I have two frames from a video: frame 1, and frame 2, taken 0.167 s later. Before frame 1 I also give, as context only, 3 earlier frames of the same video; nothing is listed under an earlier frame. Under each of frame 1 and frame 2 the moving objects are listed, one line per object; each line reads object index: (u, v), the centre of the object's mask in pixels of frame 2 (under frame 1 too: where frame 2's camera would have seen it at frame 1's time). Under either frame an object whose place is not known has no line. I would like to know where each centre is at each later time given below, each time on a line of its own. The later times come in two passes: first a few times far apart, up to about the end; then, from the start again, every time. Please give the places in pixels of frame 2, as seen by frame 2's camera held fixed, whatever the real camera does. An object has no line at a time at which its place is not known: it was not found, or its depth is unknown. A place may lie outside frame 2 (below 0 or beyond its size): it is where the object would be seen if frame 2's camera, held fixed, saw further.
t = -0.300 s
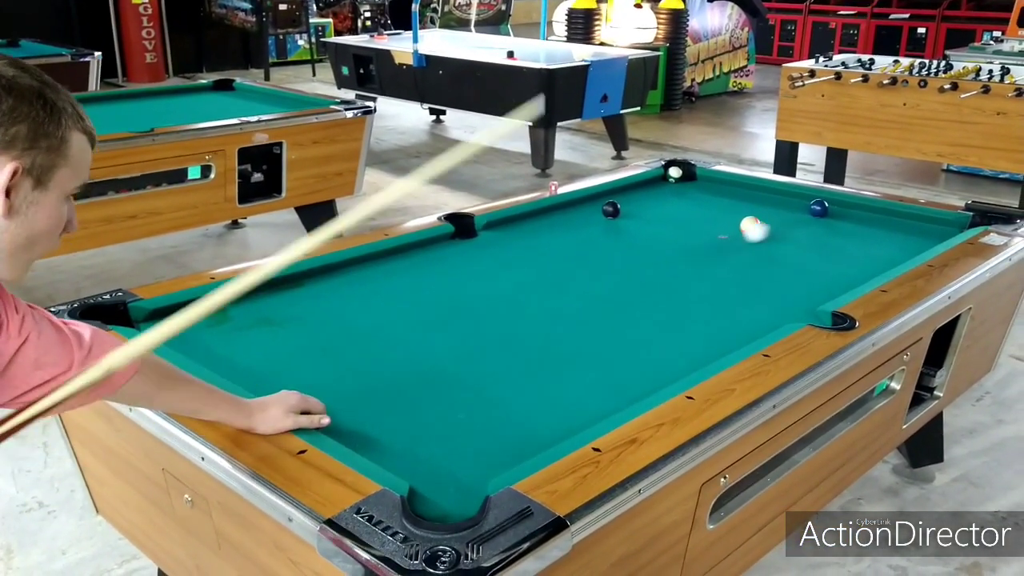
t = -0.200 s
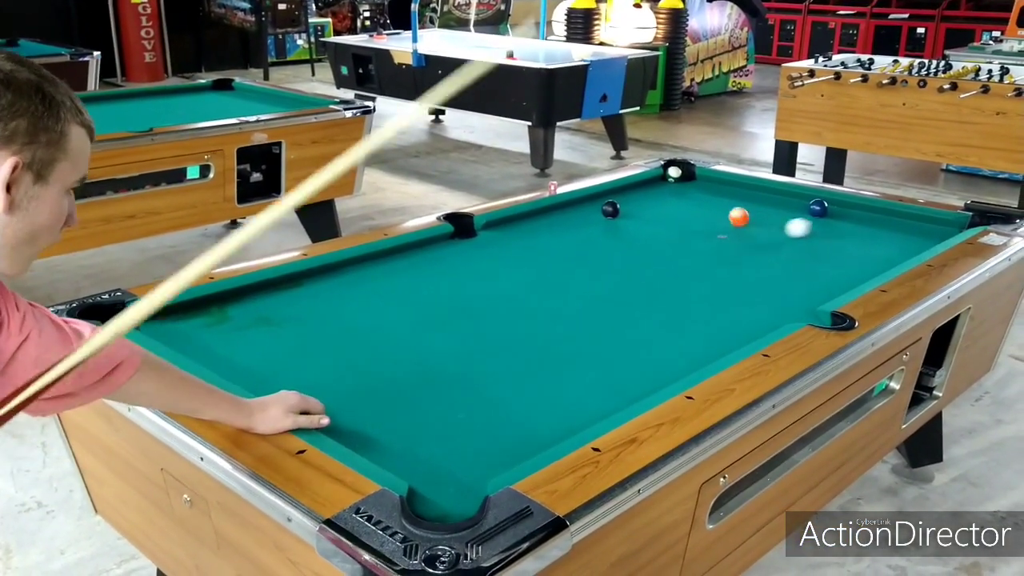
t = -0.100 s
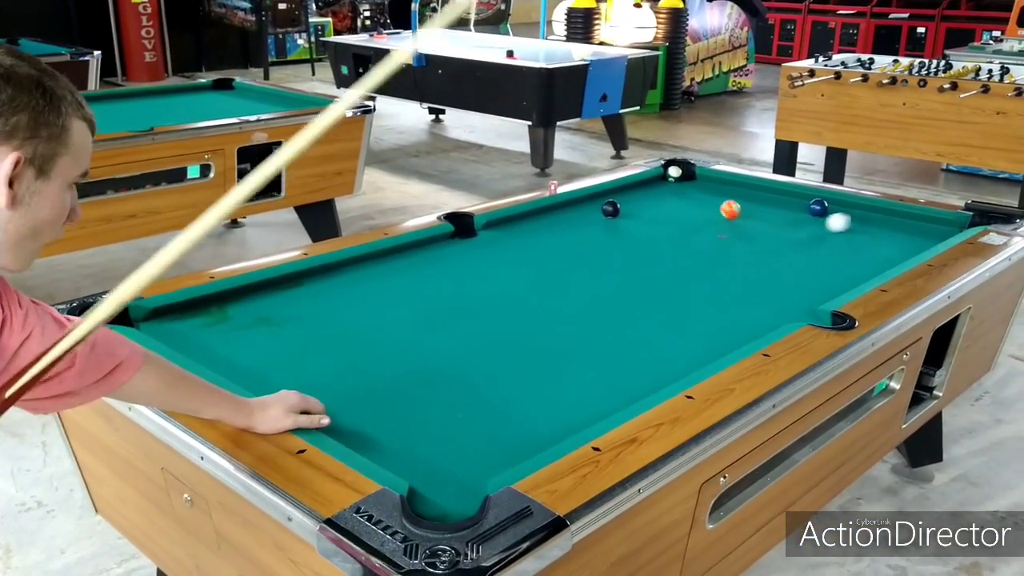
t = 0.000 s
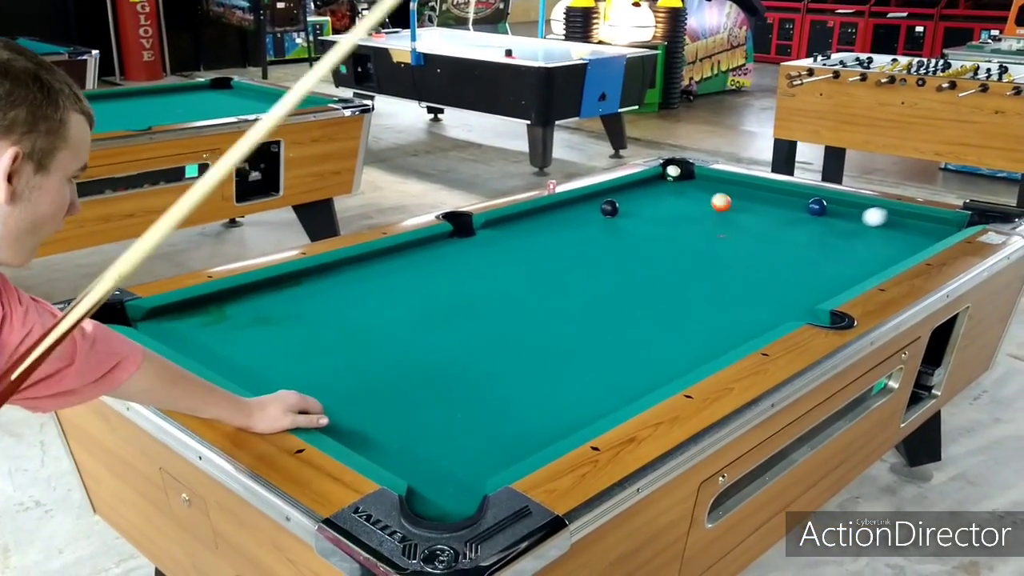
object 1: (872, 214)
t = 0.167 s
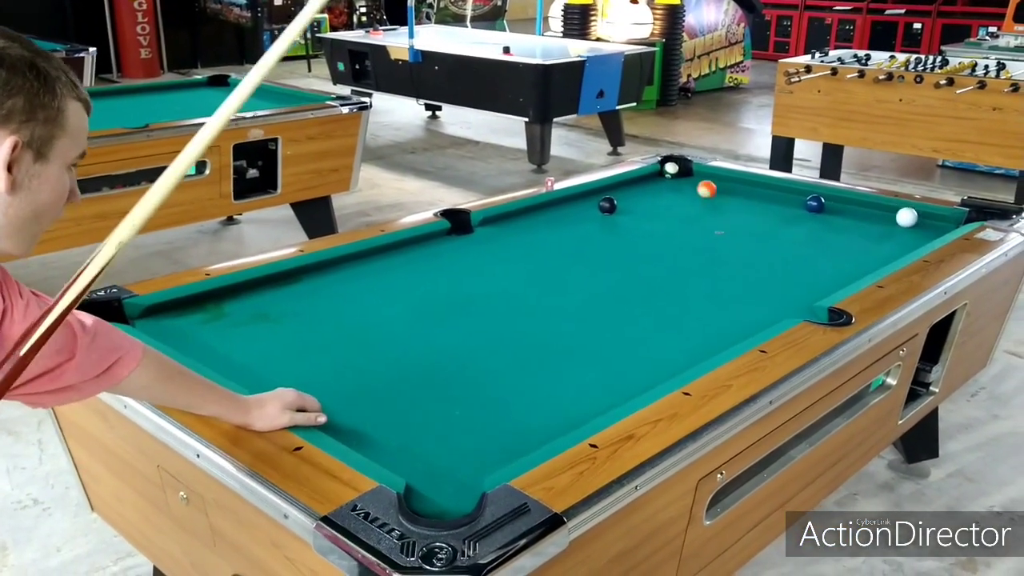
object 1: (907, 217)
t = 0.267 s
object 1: (913, 225)
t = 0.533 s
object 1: (908, 242)
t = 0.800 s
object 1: (855, 248)
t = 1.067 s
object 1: (804, 254)
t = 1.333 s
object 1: (753, 260)
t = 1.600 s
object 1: (702, 265)
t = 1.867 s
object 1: (653, 271)
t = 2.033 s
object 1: (623, 274)
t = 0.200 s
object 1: (909, 220)
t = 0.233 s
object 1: (911, 222)
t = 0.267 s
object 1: (913, 225)
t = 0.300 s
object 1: (916, 228)
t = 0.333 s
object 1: (918, 231)
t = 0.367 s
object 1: (921, 233)
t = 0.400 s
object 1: (923, 236)
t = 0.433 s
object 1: (925, 237)
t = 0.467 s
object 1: (920, 239)
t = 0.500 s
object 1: (914, 240)
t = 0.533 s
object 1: (908, 242)
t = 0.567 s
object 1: (901, 242)
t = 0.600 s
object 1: (895, 244)
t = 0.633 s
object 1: (888, 244)
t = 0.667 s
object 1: (881, 245)
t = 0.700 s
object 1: (875, 246)
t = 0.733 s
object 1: (868, 247)
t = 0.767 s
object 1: (862, 247)
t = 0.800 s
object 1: (855, 248)
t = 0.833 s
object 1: (849, 249)
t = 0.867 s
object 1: (842, 250)
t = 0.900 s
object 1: (836, 250)
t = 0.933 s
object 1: (829, 251)
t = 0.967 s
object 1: (823, 252)
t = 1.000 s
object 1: (817, 252)
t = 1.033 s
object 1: (810, 253)
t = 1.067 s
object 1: (804, 254)
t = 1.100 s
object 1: (797, 255)
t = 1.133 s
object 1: (791, 255)
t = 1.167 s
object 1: (785, 256)
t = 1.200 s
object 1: (778, 257)
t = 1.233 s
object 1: (772, 258)
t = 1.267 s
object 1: (765, 258)
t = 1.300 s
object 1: (759, 259)
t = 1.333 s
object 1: (753, 260)
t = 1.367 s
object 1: (746, 261)
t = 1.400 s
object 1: (740, 261)
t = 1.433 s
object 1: (734, 262)
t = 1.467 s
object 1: (727, 263)
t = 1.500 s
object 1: (721, 263)
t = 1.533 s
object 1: (715, 264)
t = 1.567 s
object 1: (708, 265)
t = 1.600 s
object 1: (702, 265)
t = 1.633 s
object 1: (696, 266)
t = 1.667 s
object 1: (690, 267)
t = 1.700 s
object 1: (684, 267)
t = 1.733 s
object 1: (678, 268)
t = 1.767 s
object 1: (671, 269)
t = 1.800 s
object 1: (665, 269)
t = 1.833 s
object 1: (659, 270)
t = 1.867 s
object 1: (653, 271)
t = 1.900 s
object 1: (647, 272)
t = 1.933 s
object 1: (641, 272)
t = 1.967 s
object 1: (635, 273)
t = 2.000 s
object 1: (629, 274)
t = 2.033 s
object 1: (623, 274)
